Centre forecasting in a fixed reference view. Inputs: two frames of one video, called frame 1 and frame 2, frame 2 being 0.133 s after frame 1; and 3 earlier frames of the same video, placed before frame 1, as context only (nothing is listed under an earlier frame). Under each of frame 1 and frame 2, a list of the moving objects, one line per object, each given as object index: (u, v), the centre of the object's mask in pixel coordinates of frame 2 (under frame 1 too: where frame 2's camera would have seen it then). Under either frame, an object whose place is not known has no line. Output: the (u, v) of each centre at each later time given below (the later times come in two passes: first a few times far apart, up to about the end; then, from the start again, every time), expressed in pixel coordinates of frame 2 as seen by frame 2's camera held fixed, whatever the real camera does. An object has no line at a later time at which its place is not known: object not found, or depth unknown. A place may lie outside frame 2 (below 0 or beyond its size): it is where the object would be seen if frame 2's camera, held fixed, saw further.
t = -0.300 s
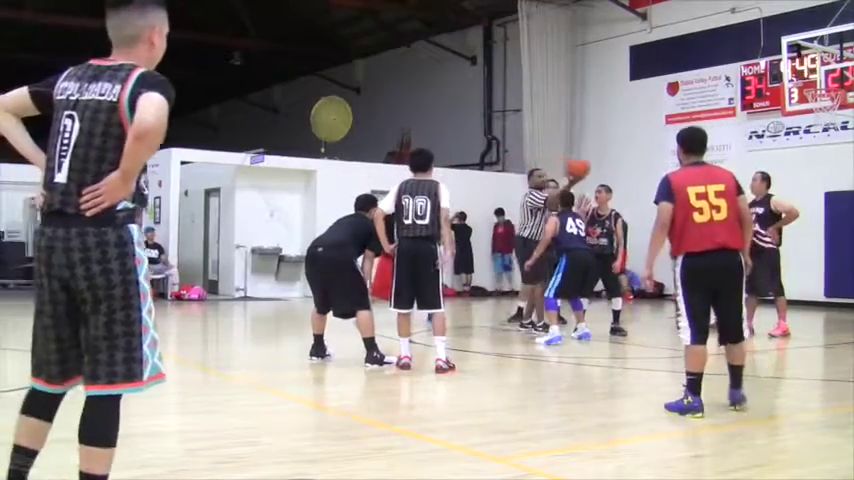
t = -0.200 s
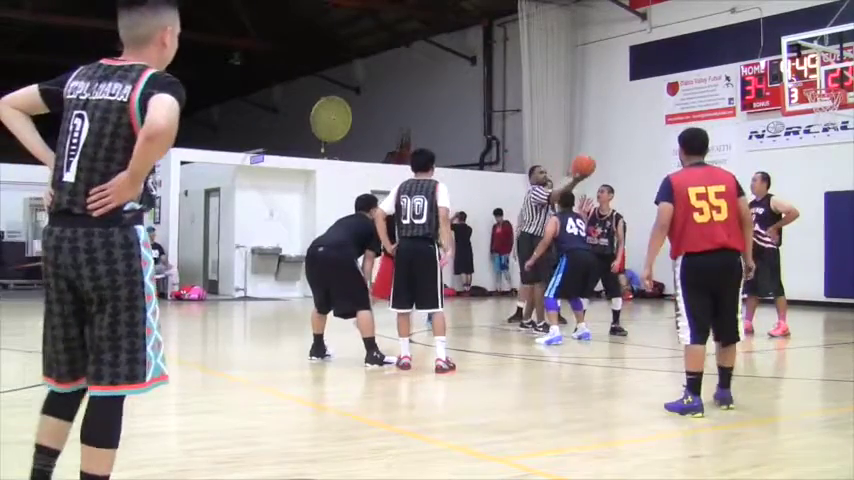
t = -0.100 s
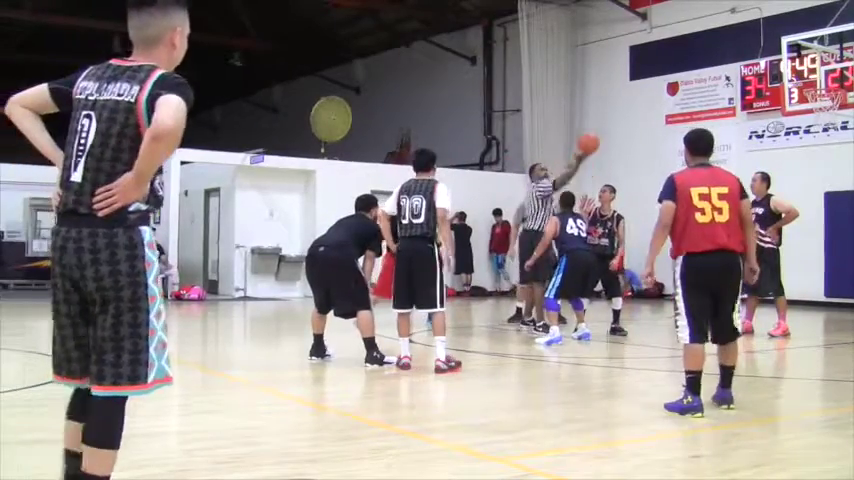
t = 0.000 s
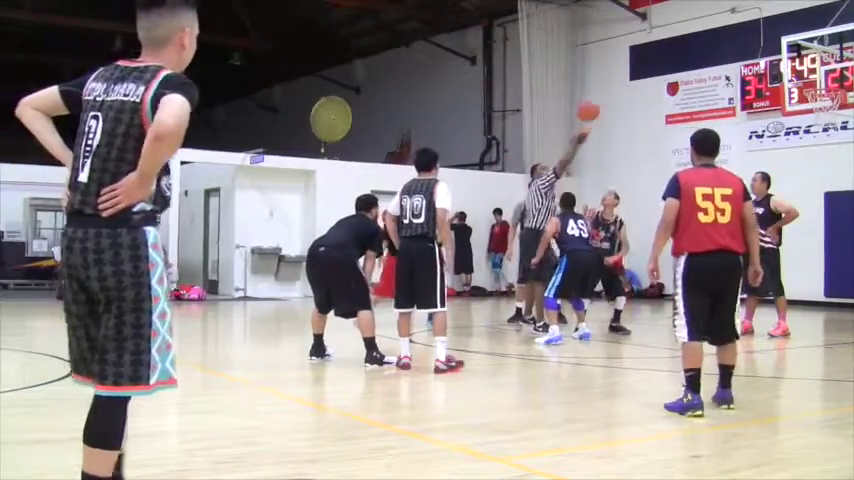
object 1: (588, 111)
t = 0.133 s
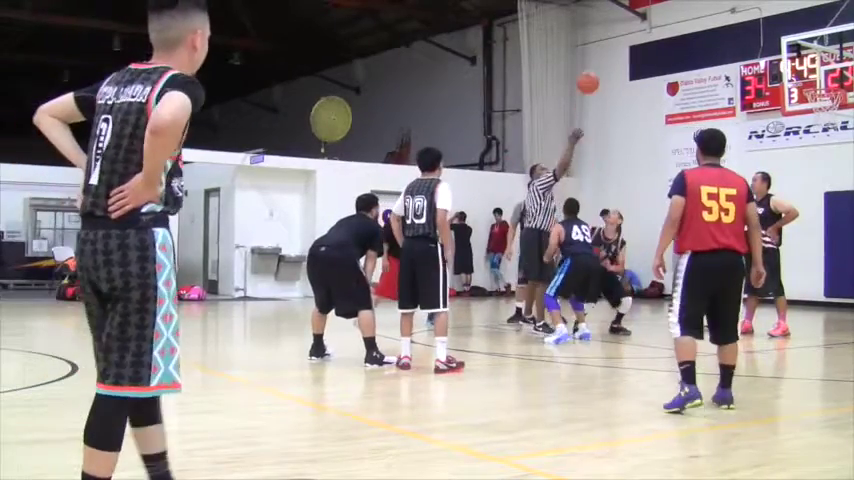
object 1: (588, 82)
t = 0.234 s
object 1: (587, 73)
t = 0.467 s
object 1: (587, 82)
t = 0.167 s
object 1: (587, 78)
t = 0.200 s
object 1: (587, 75)
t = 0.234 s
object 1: (587, 73)
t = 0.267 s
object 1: (588, 73)
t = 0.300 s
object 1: (587, 70)
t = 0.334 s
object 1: (588, 70)
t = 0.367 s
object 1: (587, 72)
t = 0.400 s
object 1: (587, 75)
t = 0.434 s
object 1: (587, 78)
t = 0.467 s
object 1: (587, 82)
